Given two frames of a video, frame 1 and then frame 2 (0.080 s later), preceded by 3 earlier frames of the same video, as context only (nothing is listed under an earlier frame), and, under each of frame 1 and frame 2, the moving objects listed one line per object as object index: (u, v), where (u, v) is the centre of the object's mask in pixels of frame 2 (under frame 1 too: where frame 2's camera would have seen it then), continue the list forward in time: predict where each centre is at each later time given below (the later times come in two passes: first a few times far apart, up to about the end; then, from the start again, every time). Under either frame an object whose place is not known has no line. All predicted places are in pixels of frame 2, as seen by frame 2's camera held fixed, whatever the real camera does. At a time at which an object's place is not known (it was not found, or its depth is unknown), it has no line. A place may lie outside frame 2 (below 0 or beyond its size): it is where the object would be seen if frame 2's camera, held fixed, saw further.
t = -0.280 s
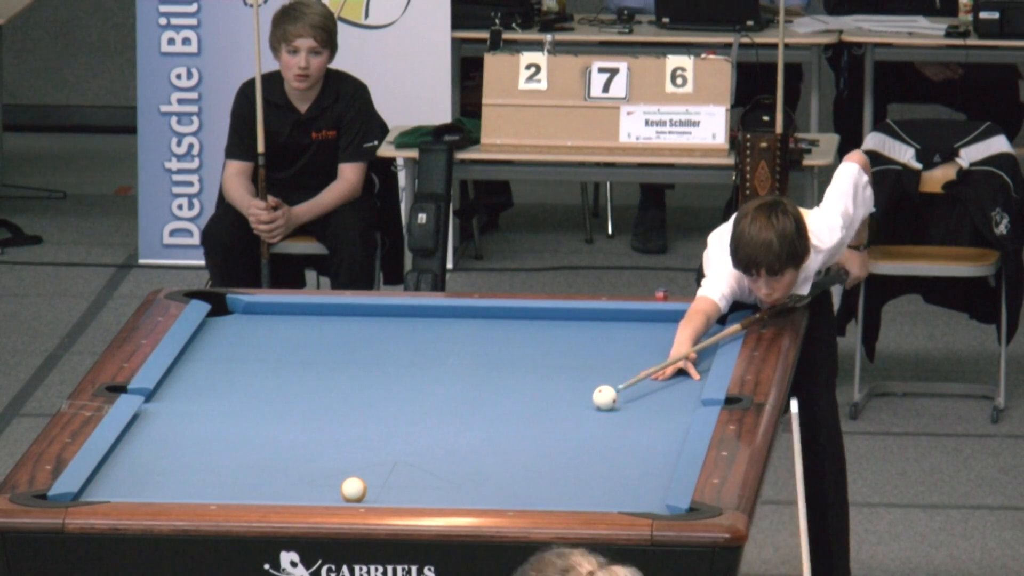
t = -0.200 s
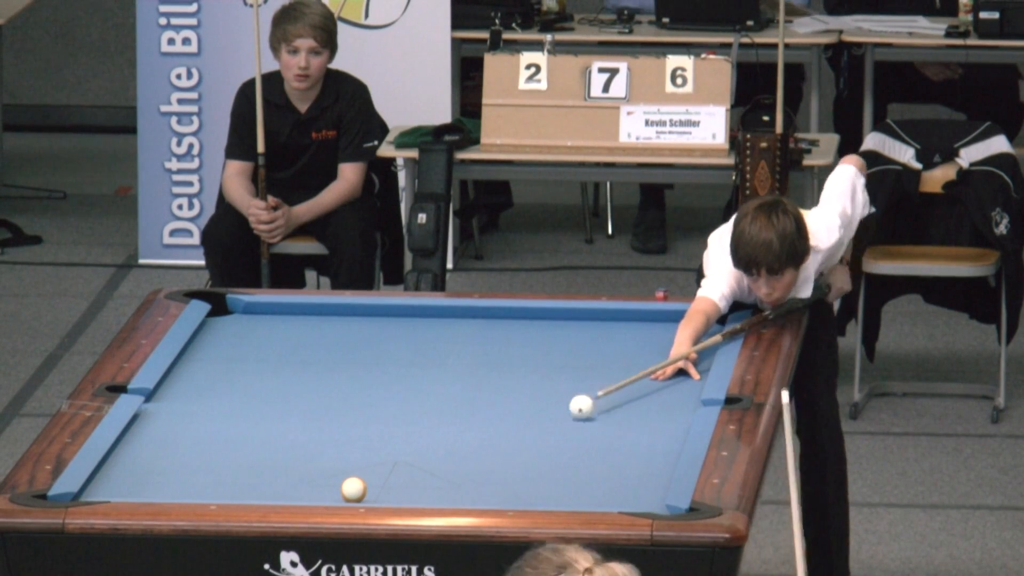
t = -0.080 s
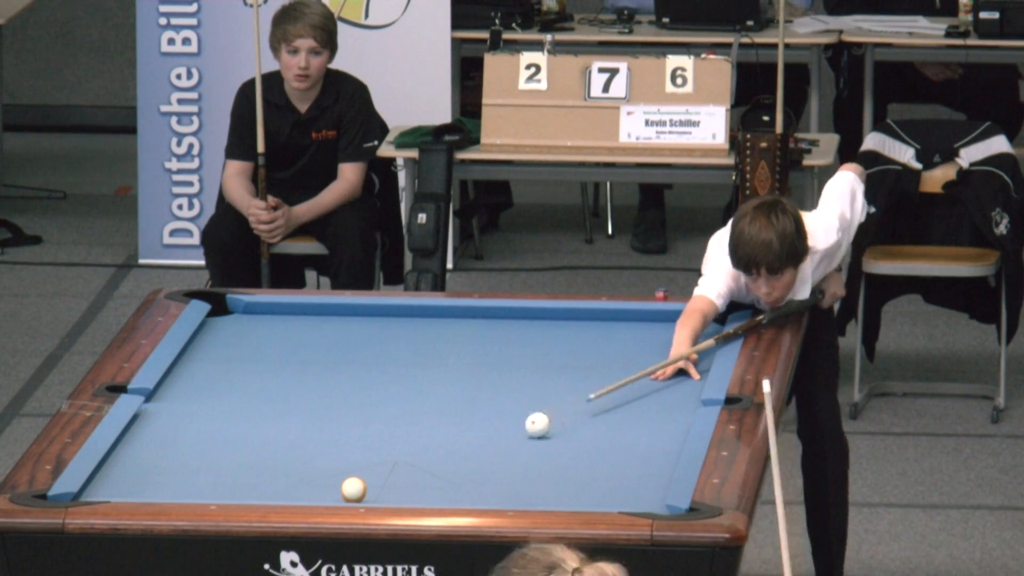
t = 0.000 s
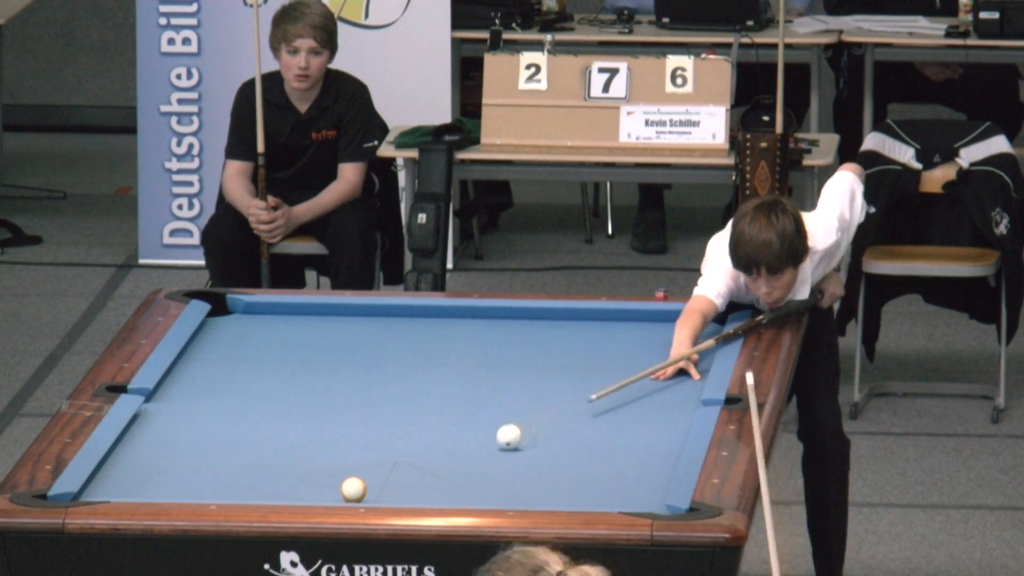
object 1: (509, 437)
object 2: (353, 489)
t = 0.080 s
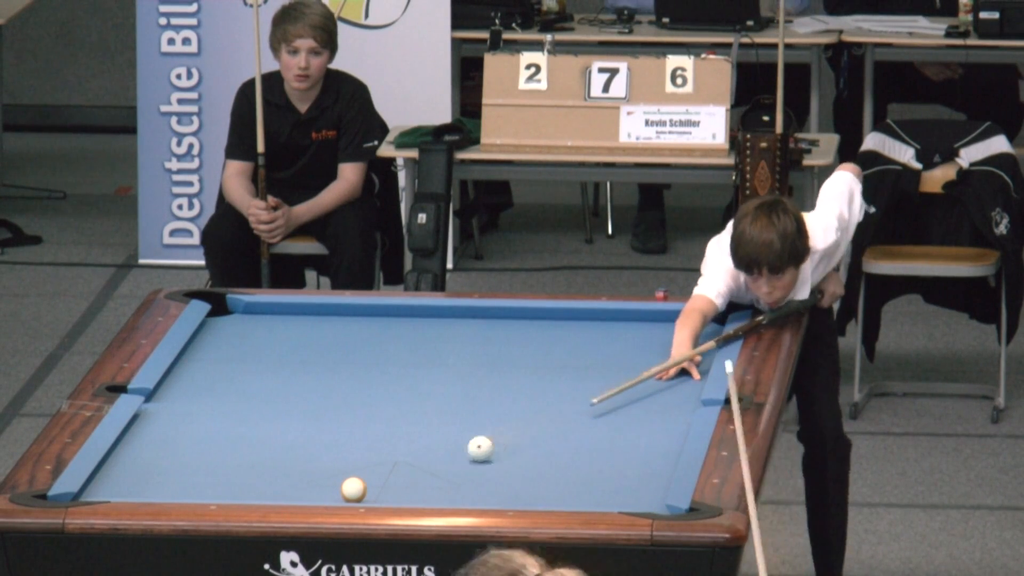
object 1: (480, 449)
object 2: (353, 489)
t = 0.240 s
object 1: (421, 473)
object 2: (353, 490)
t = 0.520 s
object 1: (382, 496)
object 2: (296, 489)
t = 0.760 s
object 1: (399, 481)
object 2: (225, 491)
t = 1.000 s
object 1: (414, 461)
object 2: (156, 492)
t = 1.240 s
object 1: (428, 443)
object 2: (90, 493)
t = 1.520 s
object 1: (443, 423)
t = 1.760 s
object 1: (456, 407)
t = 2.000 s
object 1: (469, 391)
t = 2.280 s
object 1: (482, 374)
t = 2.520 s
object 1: (492, 360)
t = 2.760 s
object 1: (502, 347)
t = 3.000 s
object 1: (512, 334)
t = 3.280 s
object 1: (523, 320)
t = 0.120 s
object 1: (465, 454)
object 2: (353, 489)
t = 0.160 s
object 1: (451, 461)
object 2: (353, 490)
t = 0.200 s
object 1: (436, 467)
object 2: (353, 490)
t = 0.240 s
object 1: (421, 473)
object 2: (353, 490)
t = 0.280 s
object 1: (406, 479)
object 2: (353, 489)
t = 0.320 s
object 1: (391, 485)
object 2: (353, 489)
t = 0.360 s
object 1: (380, 490)
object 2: (350, 490)
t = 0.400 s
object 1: (381, 494)
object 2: (333, 490)
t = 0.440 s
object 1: (379, 497)
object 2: (320, 490)
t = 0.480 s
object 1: (379, 498)
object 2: (308, 490)
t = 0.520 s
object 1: (382, 496)
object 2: (296, 489)
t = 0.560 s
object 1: (386, 494)
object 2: (283, 490)
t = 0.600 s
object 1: (388, 493)
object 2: (272, 491)
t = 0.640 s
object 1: (390, 490)
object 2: (260, 491)
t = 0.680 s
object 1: (393, 487)
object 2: (248, 491)
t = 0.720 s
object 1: (396, 483)
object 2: (236, 491)
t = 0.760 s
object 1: (399, 481)
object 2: (225, 491)
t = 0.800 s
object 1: (401, 478)
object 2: (214, 491)
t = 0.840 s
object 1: (404, 474)
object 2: (201, 491)
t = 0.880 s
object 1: (406, 471)
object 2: (190, 491)
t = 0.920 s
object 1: (409, 468)
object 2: (179, 491)
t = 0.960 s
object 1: (411, 464)
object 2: (167, 492)
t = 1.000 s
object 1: (414, 461)
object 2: (156, 492)
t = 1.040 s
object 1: (416, 458)
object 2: (145, 492)
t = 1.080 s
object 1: (419, 455)
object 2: (134, 491)
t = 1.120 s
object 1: (421, 452)
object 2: (123, 492)
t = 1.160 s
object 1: (423, 449)
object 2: (112, 492)
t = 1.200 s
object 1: (425, 446)
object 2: (101, 492)
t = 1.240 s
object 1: (428, 443)
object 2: (90, 493)
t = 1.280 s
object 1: (430, 440)
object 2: (77, 494)
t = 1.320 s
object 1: (433, 437)
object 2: (73, 495)
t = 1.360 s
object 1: (435, 434)
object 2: (70, 496)
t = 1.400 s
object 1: (437, 431)
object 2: (65, 500)
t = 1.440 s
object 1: (439, 429)
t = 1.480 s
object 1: (442, 426)
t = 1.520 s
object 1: (443, 423)
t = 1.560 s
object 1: (446, 420)
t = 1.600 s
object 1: (448, 417)
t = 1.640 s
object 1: (450, 415)
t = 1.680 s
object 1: (452, 412)
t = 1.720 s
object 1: (454, 409)
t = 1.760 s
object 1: (456, 407)
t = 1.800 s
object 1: (458, 404)
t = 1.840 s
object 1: (460, 401)
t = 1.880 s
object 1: (462, 399)
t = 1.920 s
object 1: (464, 396)
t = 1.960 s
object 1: (466, 394)
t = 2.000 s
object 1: (469, 391)
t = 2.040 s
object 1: (470, 389)
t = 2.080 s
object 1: (472, 386)
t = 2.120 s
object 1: (474, 384)
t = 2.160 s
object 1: (476, 381)
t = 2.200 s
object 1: (478, 379)
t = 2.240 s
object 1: (480, 377)
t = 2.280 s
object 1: (482, 374)
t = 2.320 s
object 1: (484, 372)
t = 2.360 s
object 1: (485, 369)
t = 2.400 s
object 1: (487, 367)
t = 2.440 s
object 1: (489, 365)
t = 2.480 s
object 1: (490, 362)
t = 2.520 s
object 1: (492, 360)
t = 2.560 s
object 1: (494, 358)
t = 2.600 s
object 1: (496, 356)
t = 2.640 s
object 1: (497, 353)
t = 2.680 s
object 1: (499, 351)
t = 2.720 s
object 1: (501, 349)
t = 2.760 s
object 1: (502, 347)
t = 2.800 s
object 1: (504, 344)
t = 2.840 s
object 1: (506, 343)
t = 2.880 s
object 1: (507, 340)
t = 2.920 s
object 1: (509, 338)
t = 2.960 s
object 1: (510, 336)
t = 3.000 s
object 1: (512, 334)
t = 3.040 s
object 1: (514, 332)
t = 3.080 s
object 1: (515, 330)
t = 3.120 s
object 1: (517, 328)
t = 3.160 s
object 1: (518, 326)
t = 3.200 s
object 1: (520, 324)
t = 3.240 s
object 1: (522, 322)
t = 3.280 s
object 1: (523, 320)
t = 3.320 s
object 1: (525, 319)
